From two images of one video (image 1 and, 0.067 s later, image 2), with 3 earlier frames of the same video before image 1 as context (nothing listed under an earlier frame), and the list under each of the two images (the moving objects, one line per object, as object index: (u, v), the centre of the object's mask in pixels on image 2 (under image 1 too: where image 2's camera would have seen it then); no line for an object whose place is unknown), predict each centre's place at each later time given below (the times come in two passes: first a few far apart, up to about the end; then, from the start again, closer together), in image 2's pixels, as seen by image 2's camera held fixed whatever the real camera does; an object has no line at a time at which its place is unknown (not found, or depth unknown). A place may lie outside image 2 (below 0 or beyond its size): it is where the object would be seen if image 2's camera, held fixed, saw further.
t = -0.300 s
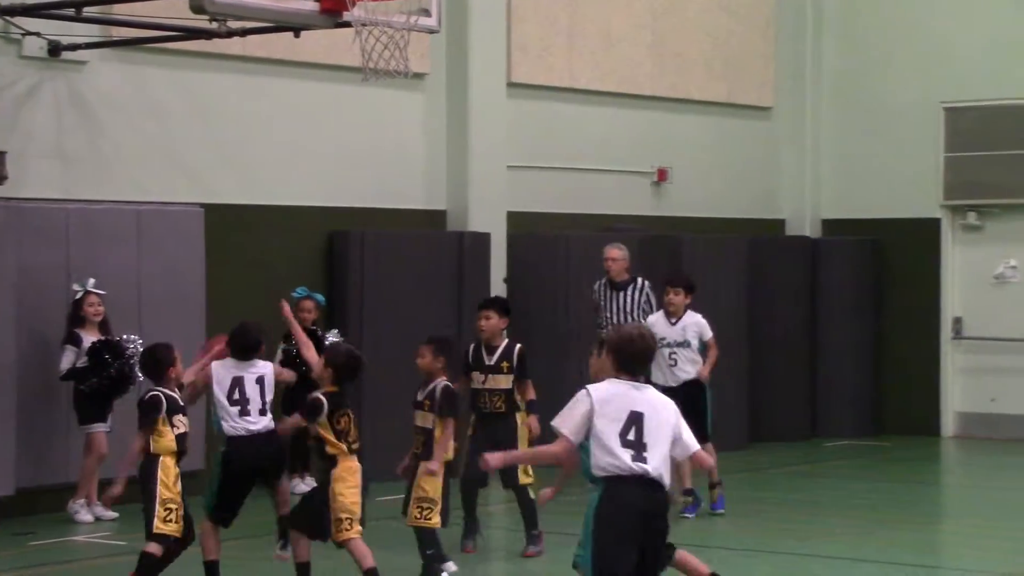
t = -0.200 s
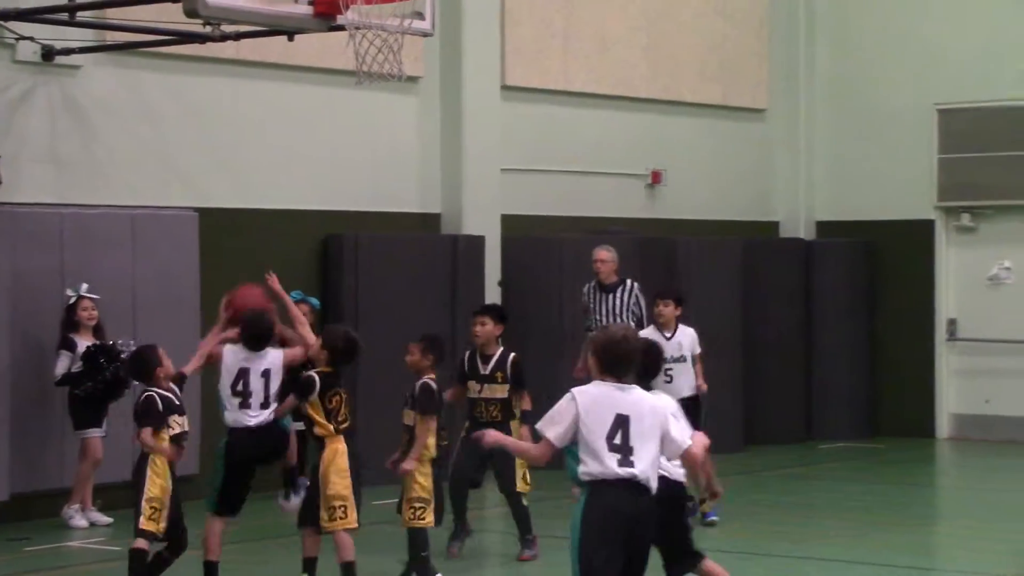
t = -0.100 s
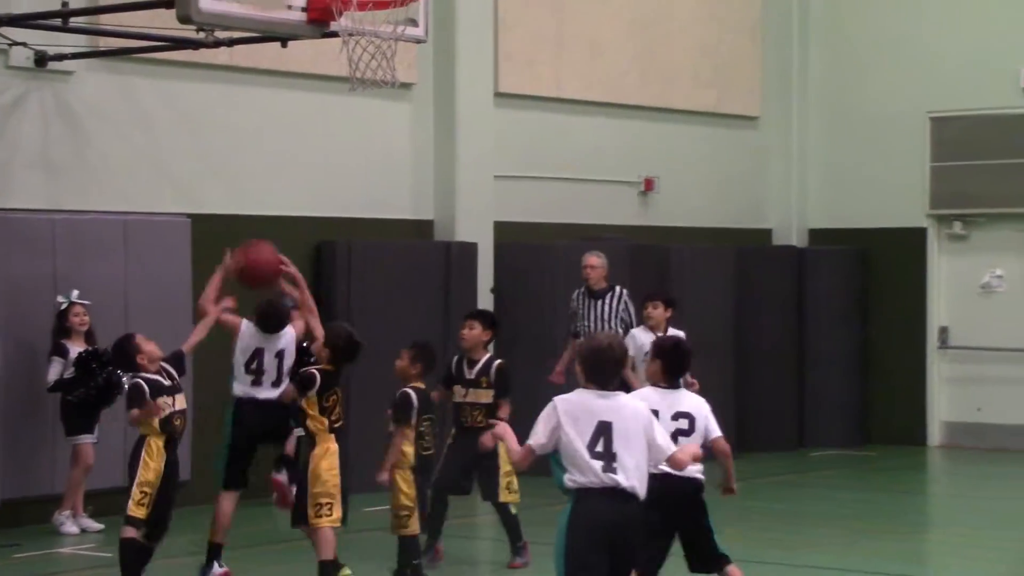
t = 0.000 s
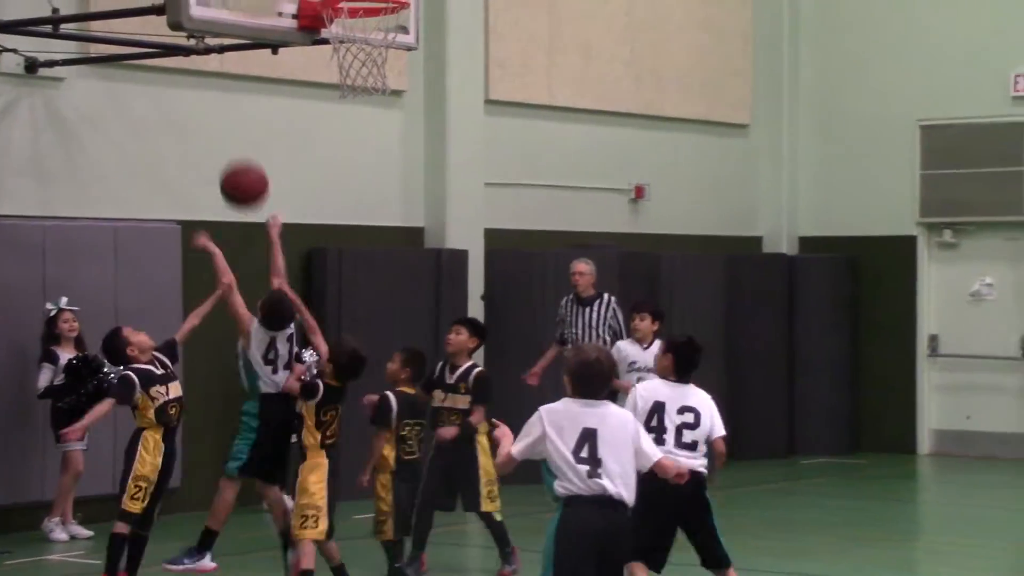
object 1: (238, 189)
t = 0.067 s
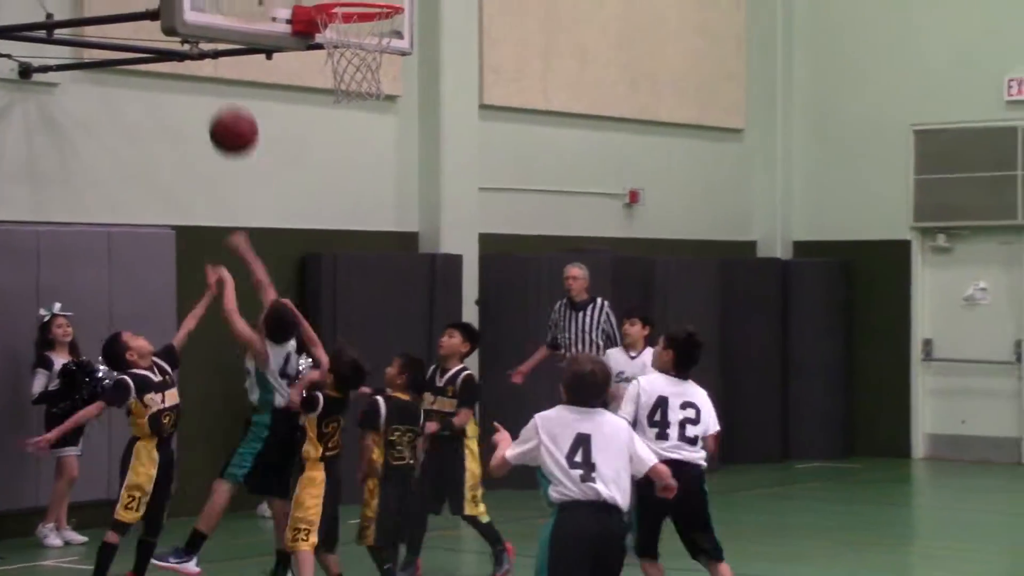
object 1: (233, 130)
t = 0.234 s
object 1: (222, 26)
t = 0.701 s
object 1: (242, 32)
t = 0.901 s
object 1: (264, 167)
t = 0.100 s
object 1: (231, 106)
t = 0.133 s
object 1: (229, 83)
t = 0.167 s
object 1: (227, 63)
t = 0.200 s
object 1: (224, 43)
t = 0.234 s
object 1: (222, 26)
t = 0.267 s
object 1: (220, 12)
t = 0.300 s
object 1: (218, 2)
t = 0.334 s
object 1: (217, -4)
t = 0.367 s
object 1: (214, -9)
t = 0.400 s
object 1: (213, -12)
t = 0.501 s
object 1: (222, -12)
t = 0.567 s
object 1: (229, -8)
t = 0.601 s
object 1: (232, -3)
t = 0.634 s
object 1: (236, 3)
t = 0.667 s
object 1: (239, 17)
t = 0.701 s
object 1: (242, 32)
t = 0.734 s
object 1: (247, 48)
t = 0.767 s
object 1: (250, 68)
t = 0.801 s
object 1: (253, 89)
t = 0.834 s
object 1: (257, 114)
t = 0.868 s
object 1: (260, 139)
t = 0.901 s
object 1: (264, 167)
